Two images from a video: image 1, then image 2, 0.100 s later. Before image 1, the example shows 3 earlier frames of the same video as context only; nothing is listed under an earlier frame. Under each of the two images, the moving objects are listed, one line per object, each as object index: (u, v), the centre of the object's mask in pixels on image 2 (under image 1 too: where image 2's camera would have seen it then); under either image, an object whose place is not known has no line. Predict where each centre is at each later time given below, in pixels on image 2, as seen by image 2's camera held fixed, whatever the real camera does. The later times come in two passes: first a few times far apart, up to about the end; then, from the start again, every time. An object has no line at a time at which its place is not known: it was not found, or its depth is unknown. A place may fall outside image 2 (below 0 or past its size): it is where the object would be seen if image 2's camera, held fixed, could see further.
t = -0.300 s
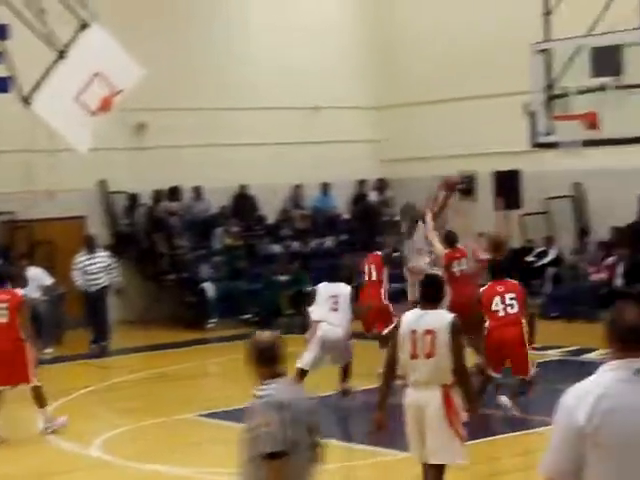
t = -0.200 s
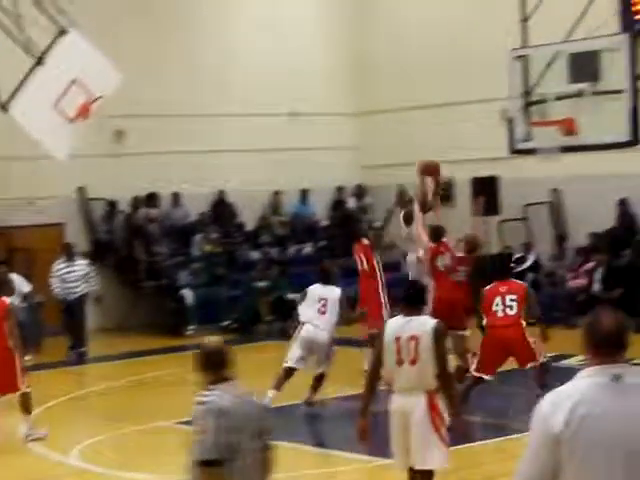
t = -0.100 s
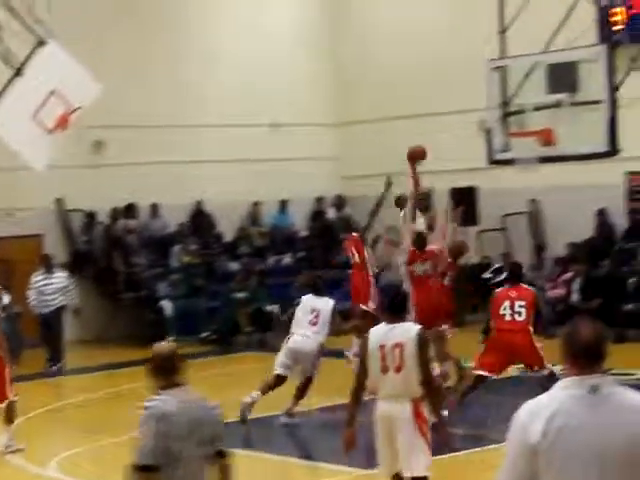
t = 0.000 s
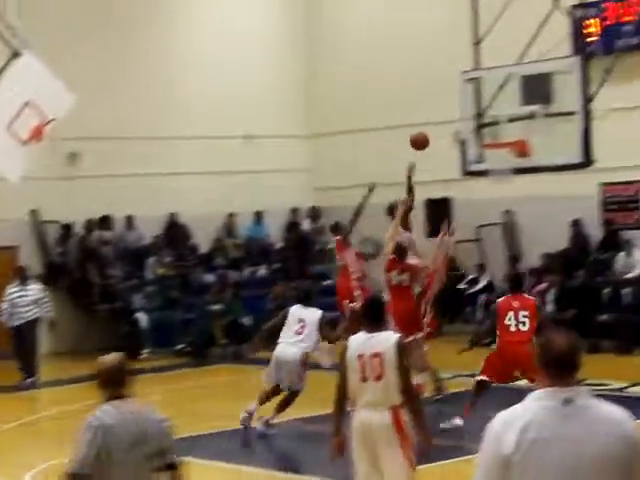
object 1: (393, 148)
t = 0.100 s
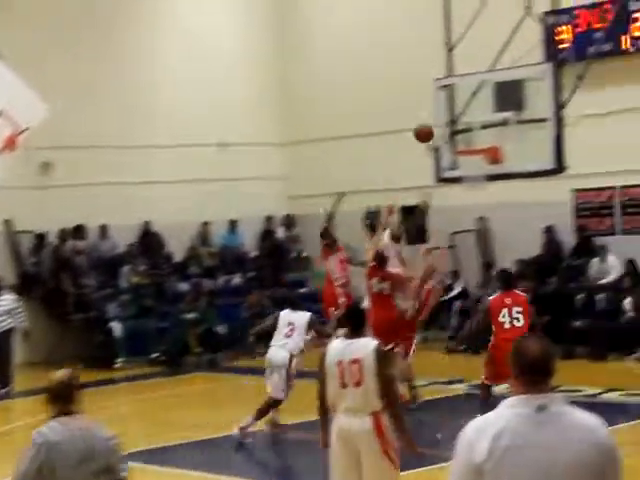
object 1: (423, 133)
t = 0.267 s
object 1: (446, 132)
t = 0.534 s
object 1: (433, 126)
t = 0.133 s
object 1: (433, 130)
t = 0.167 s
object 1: (441, 129)
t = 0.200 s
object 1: (444, 129)
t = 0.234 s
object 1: (444, 129)
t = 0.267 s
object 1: (446, 132)
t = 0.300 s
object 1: (448, 135)
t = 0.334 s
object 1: (449, 139)
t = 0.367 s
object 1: (449, 141)
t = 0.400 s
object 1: (446, 137)
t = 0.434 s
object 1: (442, 133)
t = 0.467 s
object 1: (441, 131)
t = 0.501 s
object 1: (436, 128)
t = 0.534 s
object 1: (433, 126)
